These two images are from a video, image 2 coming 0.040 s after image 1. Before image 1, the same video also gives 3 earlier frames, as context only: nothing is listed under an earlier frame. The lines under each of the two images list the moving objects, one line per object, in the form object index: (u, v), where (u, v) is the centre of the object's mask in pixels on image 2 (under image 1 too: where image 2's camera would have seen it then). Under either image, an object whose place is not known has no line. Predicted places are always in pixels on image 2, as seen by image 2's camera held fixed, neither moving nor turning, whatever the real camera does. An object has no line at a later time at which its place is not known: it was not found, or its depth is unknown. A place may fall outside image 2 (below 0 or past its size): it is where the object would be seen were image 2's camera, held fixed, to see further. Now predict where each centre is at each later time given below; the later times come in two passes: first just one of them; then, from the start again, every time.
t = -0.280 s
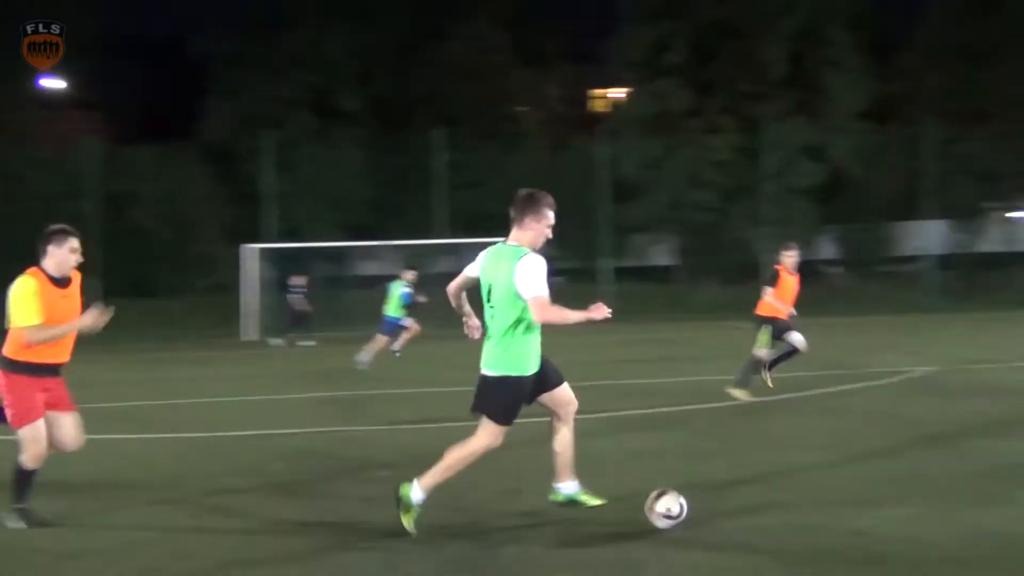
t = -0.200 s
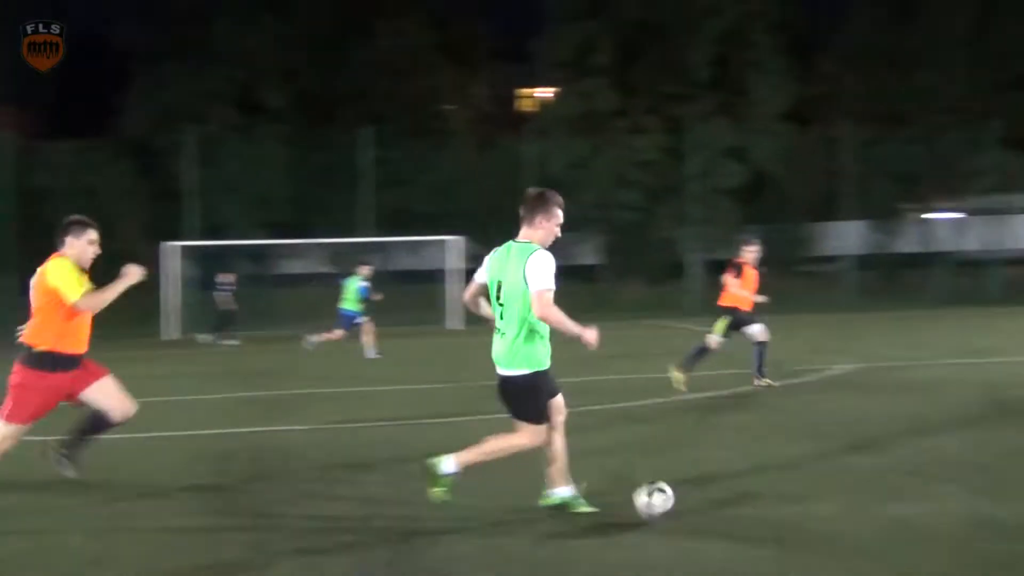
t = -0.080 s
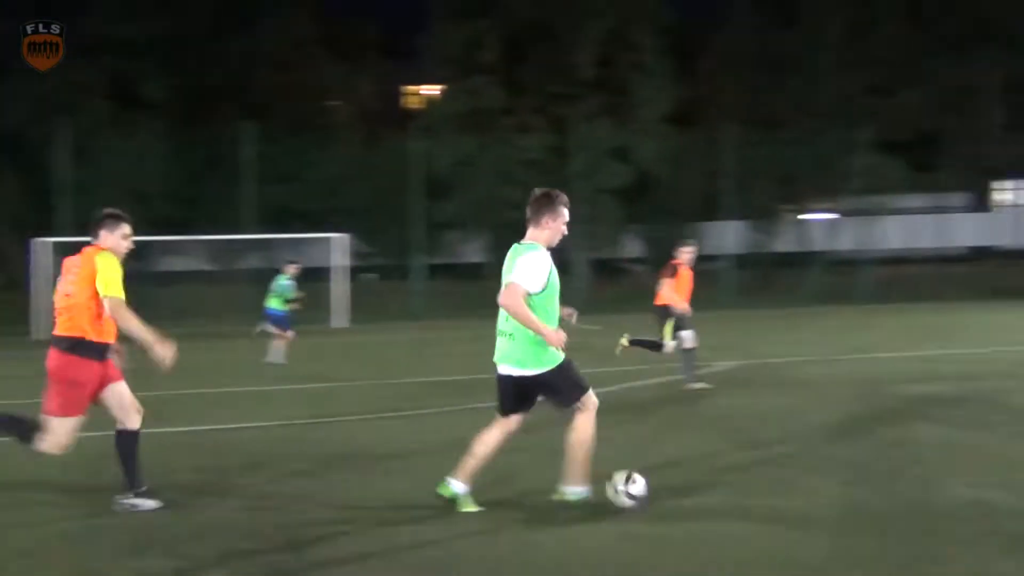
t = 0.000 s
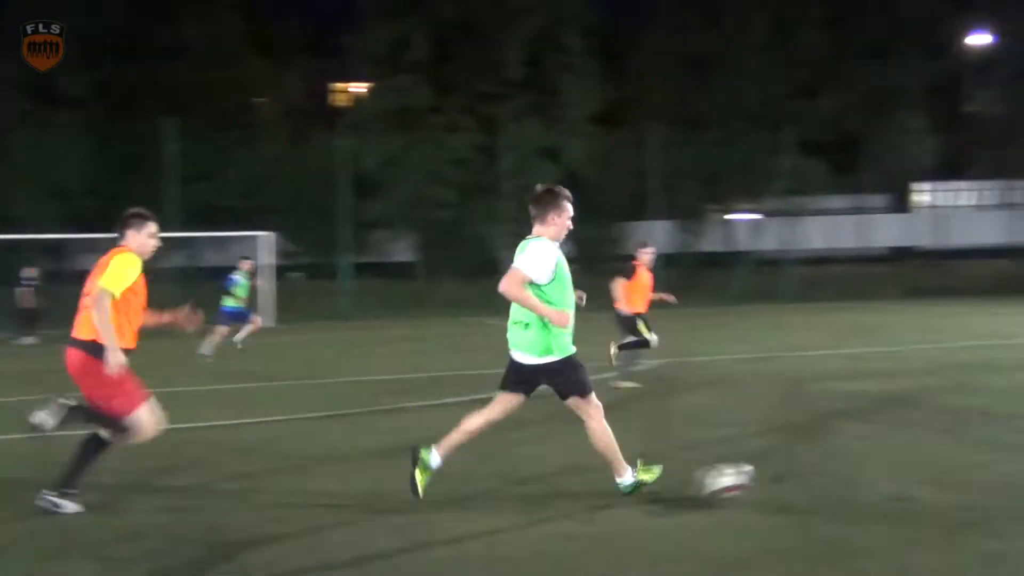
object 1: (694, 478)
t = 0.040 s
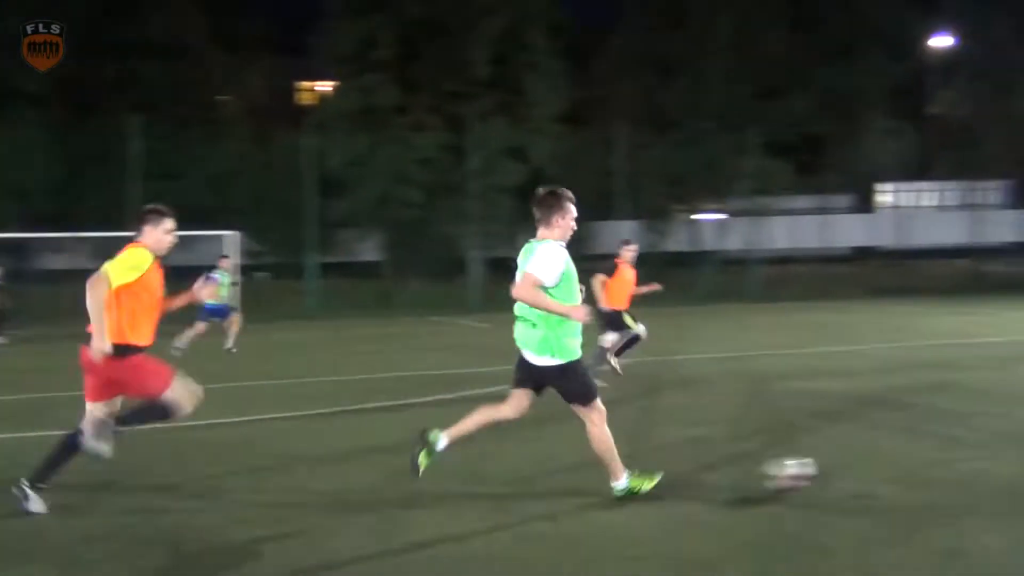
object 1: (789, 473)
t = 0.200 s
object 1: (1122, 450)
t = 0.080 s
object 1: (878, 468)
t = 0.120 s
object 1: (965, 463)
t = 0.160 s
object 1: (1047, 455)
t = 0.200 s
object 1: (1122, 450)
